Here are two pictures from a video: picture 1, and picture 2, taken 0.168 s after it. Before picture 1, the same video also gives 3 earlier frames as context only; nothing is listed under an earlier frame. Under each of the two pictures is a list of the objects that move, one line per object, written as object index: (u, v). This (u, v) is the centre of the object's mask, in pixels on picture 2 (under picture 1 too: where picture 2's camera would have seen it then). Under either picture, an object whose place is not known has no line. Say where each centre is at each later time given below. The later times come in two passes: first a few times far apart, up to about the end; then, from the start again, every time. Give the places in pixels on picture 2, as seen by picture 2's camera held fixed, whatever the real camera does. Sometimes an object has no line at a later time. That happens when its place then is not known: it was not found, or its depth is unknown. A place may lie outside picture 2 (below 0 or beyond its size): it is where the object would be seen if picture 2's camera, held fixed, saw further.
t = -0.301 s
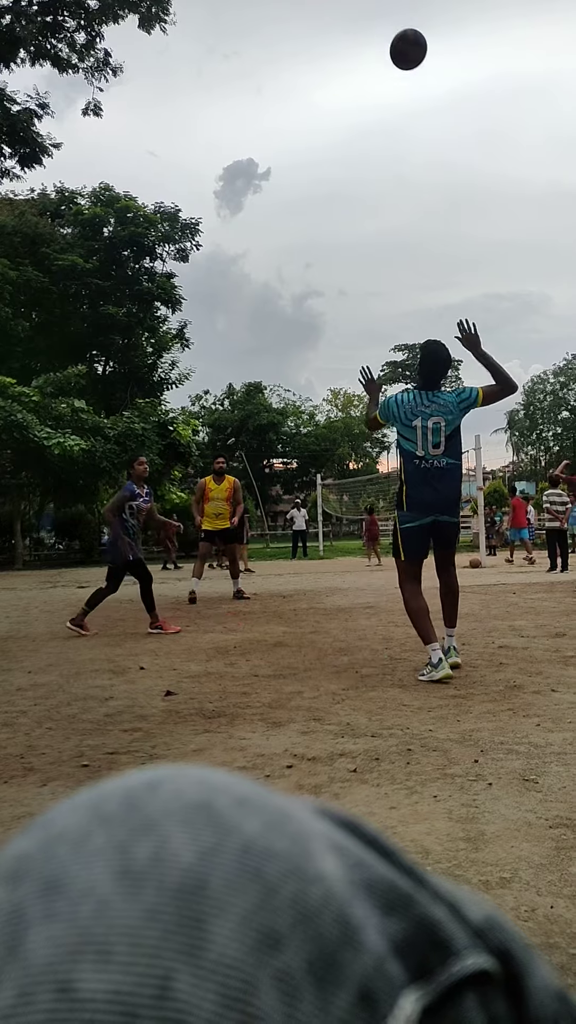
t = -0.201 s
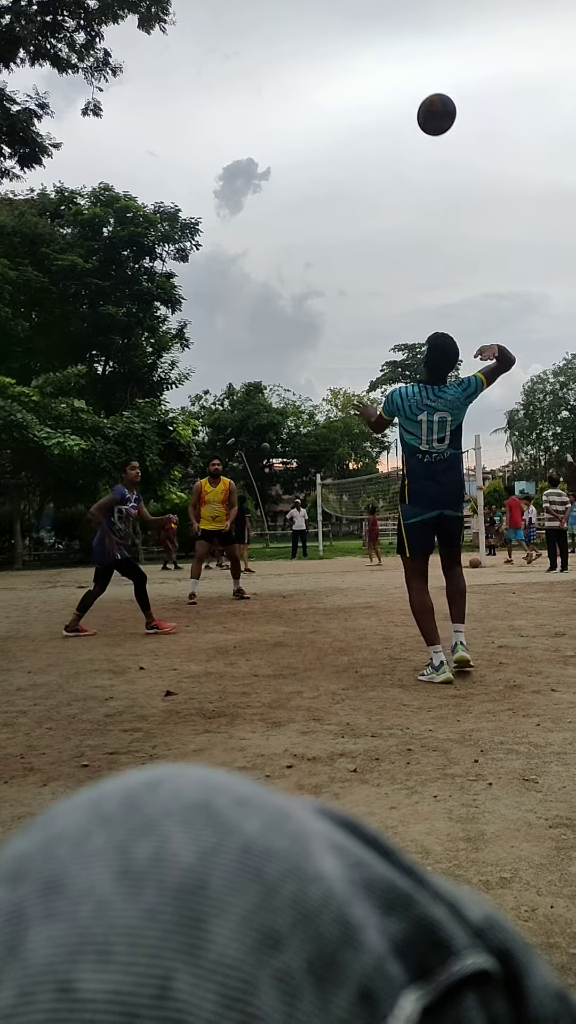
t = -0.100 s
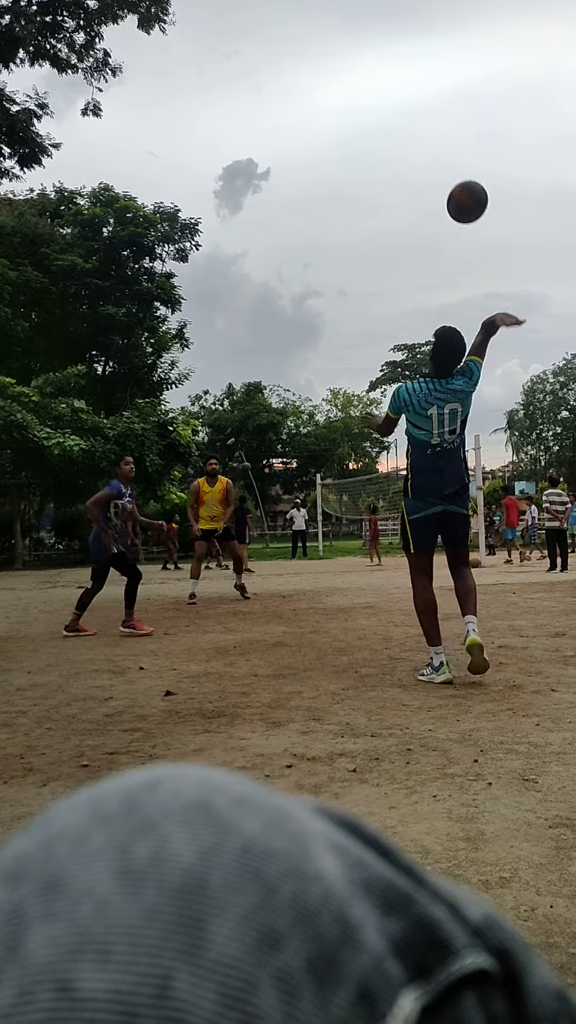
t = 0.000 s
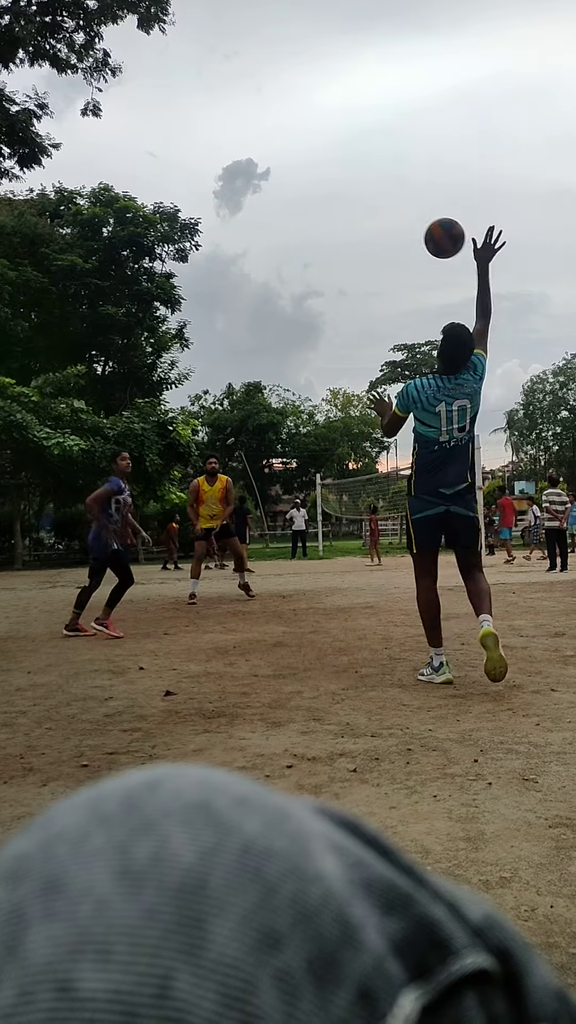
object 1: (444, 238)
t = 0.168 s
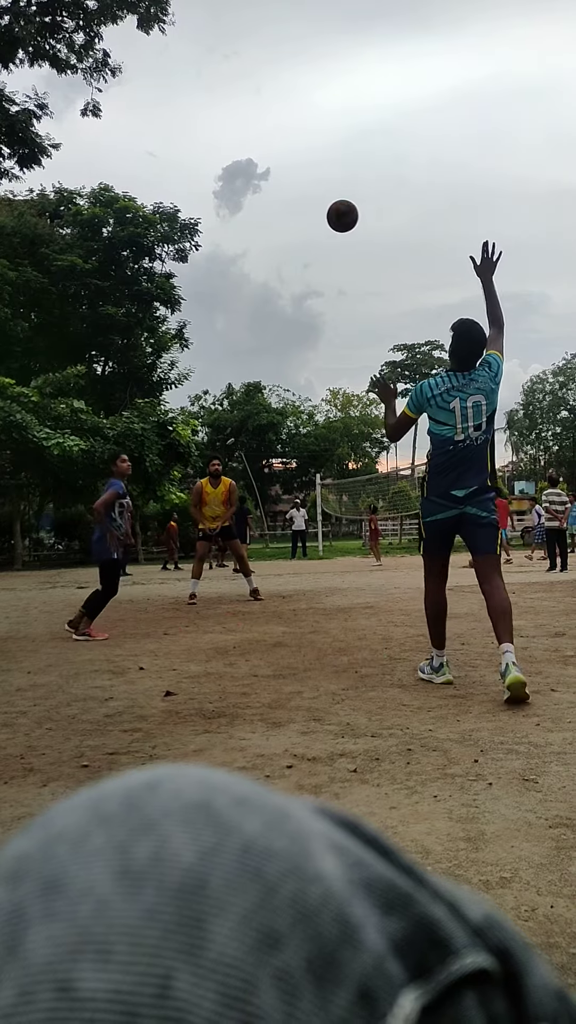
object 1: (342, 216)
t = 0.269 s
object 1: (300, 226)
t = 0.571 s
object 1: (220, 311)
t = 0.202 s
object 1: (327, 218)
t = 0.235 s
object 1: (313, 222)
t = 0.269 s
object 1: (300, 226)
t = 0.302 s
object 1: (289, 232)
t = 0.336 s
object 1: (278, 239)
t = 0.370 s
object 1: (268, 247)
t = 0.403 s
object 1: (259, 256)
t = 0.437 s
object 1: (250, 266)
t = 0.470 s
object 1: (242, 276)
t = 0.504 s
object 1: (234, 287)
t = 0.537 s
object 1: (227, 299)
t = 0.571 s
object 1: (220, 311)
